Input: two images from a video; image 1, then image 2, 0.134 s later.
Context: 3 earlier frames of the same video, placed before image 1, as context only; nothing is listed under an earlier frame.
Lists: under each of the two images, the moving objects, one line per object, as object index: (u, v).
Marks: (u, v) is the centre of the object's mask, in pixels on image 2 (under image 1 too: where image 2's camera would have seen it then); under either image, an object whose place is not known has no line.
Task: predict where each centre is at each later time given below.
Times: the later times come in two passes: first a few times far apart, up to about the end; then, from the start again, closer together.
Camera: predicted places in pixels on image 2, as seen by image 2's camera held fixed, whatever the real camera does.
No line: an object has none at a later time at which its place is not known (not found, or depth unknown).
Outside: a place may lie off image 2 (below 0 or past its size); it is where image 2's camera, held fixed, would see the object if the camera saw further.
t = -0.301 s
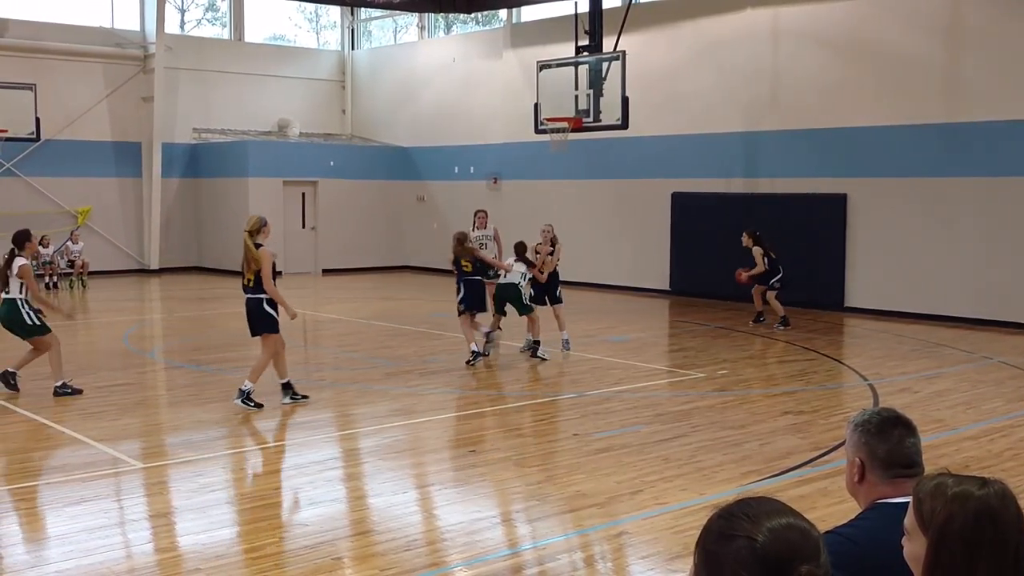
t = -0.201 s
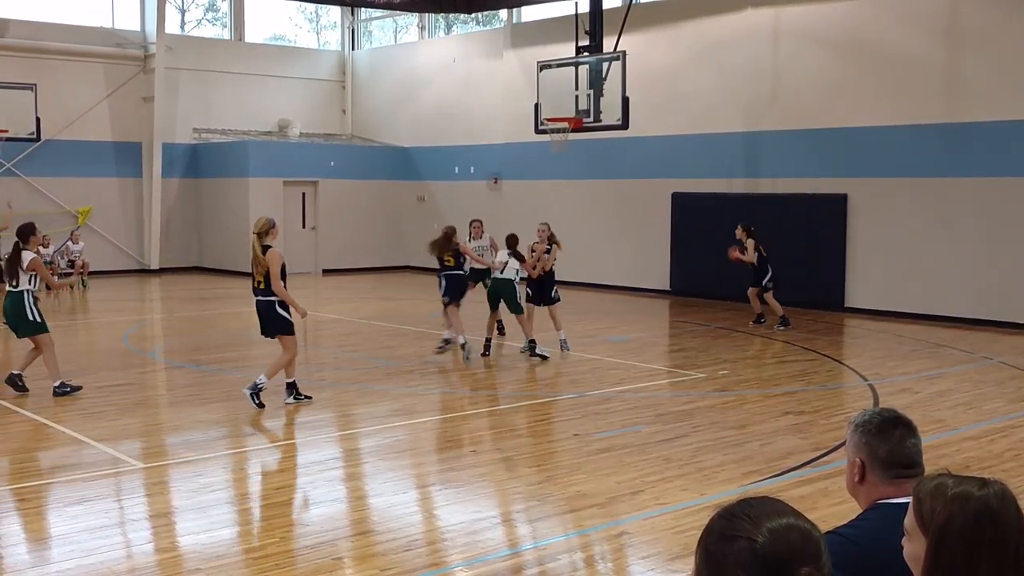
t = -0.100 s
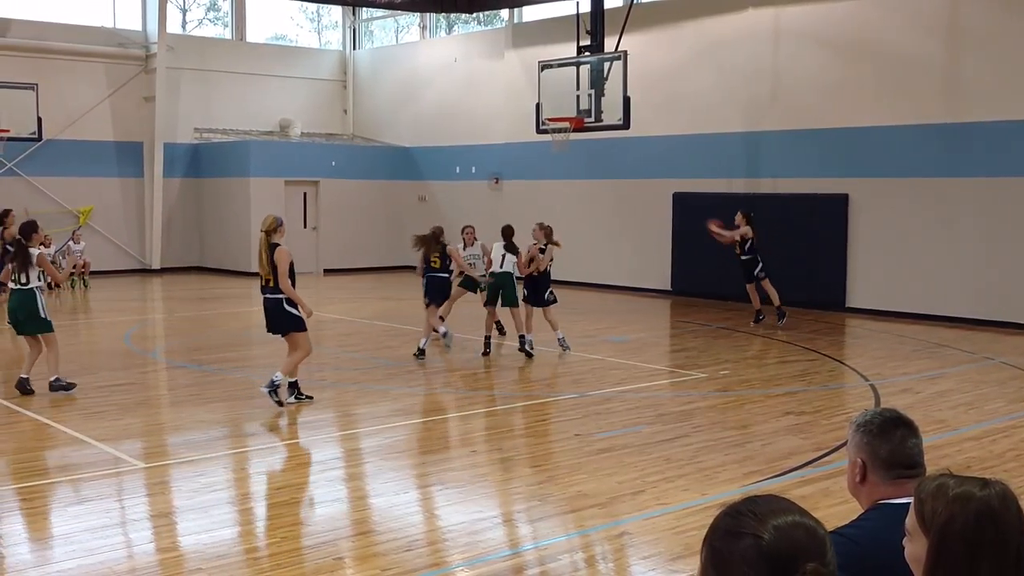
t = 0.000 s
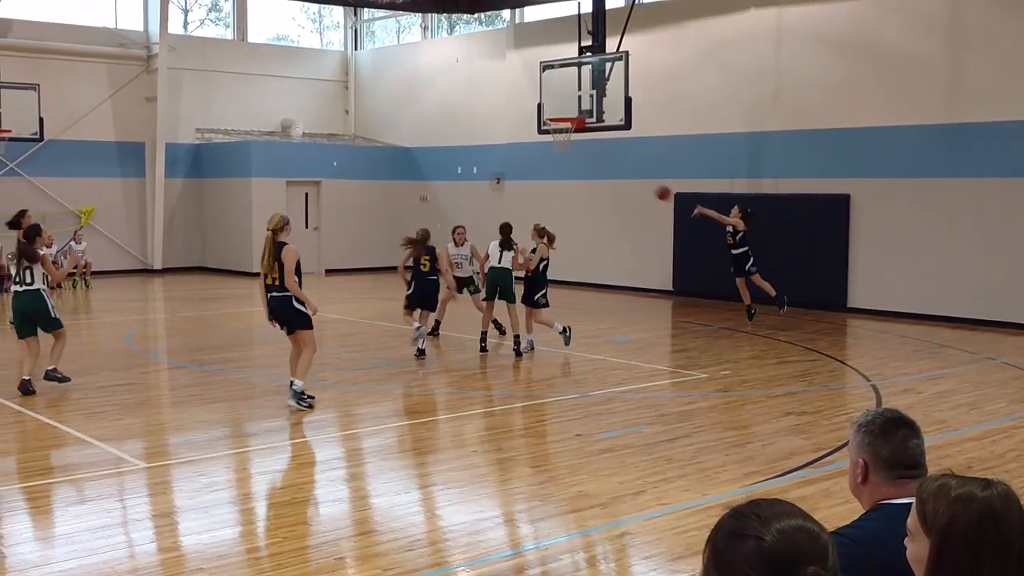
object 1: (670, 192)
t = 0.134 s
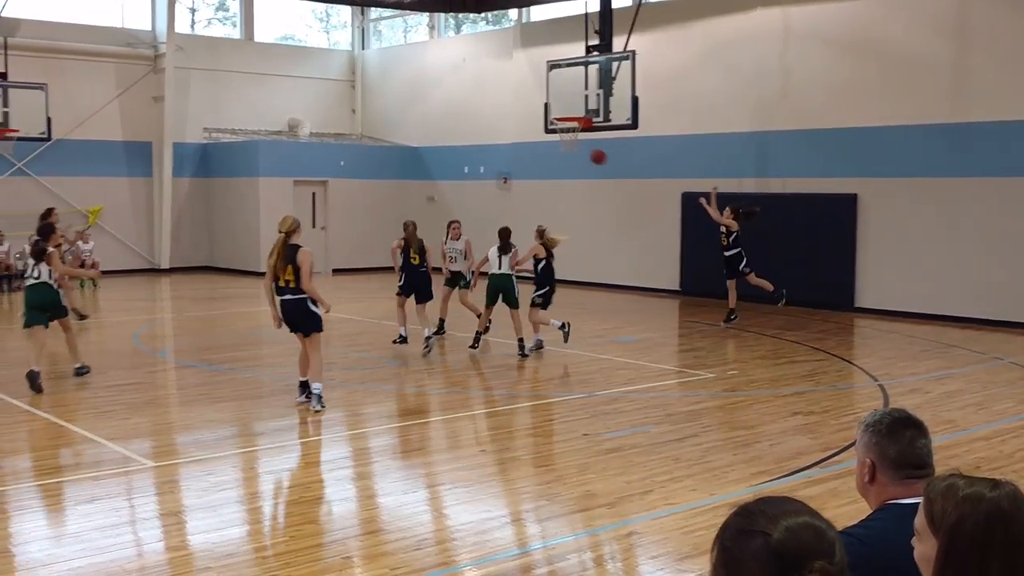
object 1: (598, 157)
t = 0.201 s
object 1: (563, 143)
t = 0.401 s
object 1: (471, 127)
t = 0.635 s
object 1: (368, 142)
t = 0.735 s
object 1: (324, 159)
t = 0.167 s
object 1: (580, 149)
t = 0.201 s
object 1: (563, 143)
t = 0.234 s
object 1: (548, 139)
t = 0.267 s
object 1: (532, 135)
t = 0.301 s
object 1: (516, 132)
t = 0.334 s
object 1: (501, 130)
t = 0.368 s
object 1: (486, 128)
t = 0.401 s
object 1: (471, 127)
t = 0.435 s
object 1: (456, 127)
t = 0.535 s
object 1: (411, 131)
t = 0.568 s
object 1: (397, 134)
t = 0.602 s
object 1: (382, 137)
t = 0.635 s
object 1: (368, 142)
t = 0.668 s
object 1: (353, 146)
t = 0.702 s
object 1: (339, 152)
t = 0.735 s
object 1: (324, 159)
